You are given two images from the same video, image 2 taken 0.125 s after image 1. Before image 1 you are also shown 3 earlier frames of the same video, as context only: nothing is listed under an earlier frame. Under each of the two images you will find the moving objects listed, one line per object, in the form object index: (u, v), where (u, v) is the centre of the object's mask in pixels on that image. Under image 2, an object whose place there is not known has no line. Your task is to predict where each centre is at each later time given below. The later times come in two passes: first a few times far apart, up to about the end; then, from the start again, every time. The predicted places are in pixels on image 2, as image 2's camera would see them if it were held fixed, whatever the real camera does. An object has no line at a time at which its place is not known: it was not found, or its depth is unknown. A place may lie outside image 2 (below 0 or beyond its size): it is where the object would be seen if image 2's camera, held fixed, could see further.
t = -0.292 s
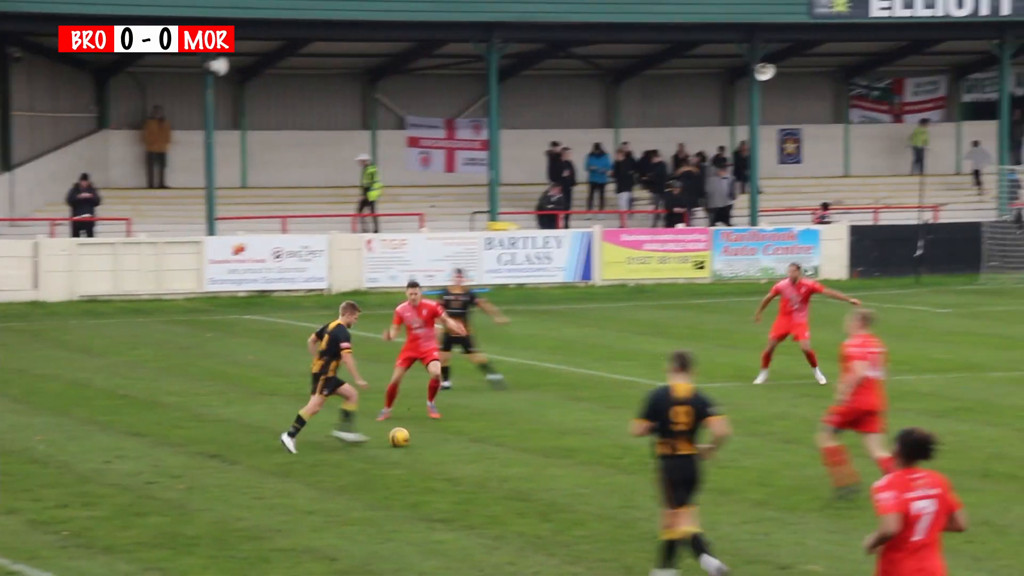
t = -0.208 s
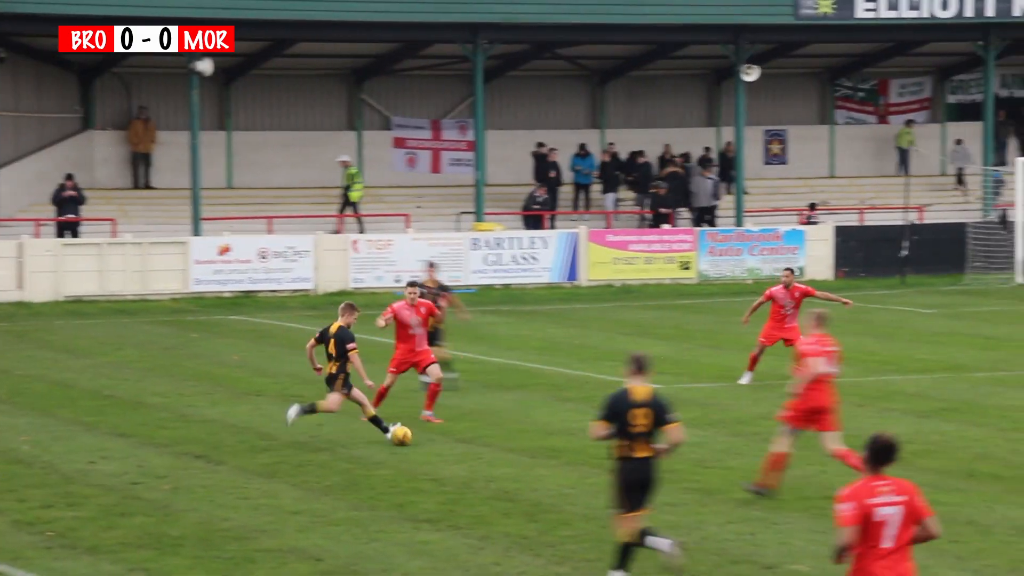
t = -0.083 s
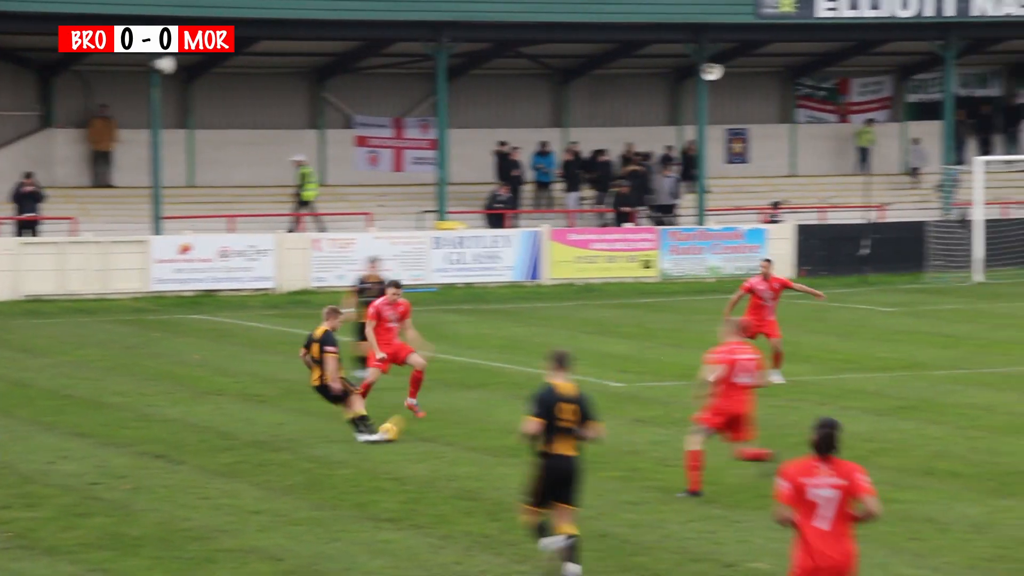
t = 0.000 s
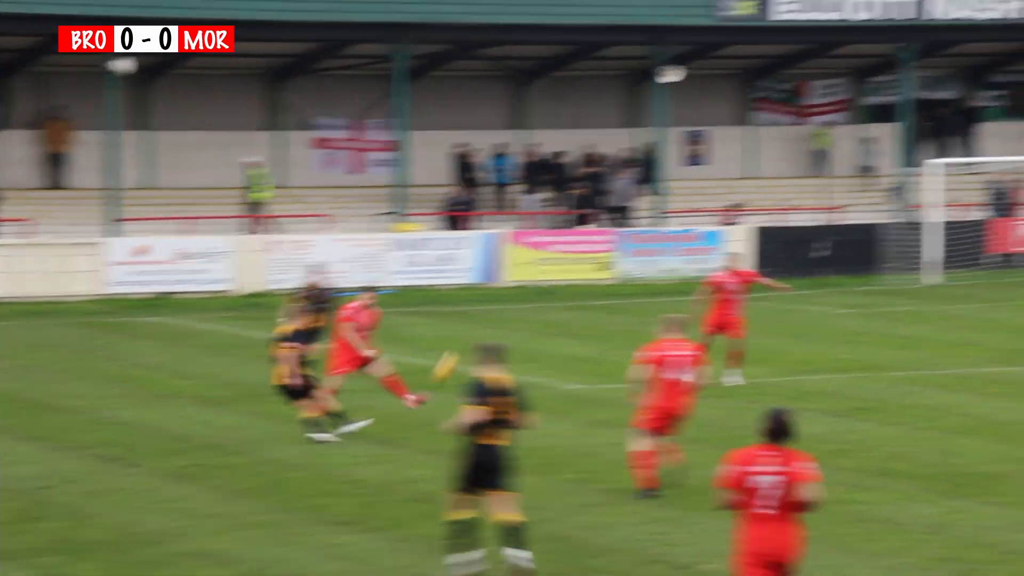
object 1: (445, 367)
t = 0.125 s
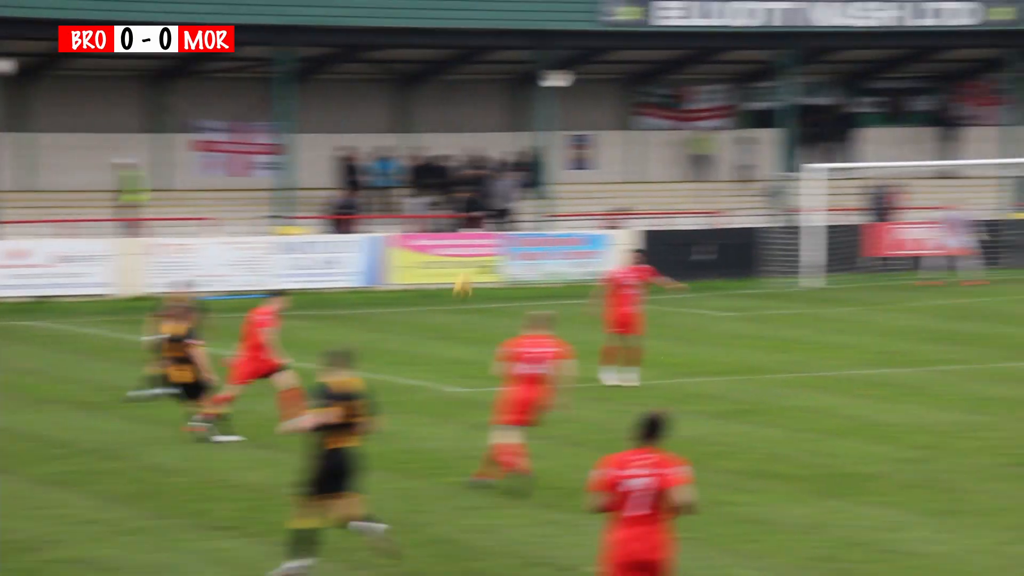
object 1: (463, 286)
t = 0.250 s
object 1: (567, 214)
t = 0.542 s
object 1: (762, 107)
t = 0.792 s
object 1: (894, 59)
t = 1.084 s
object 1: (1015, 45)
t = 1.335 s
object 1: (1099, 64)
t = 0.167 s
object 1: (501, 258)
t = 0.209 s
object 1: (535, 235)
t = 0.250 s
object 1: (567, 214)
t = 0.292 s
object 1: (599, 193)
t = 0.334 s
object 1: (629, 176)
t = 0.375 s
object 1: (657, 160)
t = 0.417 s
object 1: (684, 144)
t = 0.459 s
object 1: (712, 130)
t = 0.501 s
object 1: (737, 117)
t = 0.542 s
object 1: (762, 107)
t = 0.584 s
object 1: (786, 97)
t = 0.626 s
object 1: (810, 86)
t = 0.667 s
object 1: (832, 79)
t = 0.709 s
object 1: (853, 71)
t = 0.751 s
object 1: (874, 65)
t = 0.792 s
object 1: (894, 59)
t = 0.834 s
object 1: (913, 54)
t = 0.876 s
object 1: (932, 51)
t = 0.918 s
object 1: (949, 48)
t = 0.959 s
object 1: (967, 46)
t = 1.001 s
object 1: (984, 45)
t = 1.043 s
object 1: (999, 44)
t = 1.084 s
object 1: (1015, 45)
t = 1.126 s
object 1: (1030, 47)
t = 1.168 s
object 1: (1045, 49)
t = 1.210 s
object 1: (1059, 51)
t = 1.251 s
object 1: (1072, 55)
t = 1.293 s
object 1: (1086, 59)
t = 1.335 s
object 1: (1099, 64)
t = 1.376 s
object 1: (1112, 69)
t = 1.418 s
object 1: (1124, 75)
